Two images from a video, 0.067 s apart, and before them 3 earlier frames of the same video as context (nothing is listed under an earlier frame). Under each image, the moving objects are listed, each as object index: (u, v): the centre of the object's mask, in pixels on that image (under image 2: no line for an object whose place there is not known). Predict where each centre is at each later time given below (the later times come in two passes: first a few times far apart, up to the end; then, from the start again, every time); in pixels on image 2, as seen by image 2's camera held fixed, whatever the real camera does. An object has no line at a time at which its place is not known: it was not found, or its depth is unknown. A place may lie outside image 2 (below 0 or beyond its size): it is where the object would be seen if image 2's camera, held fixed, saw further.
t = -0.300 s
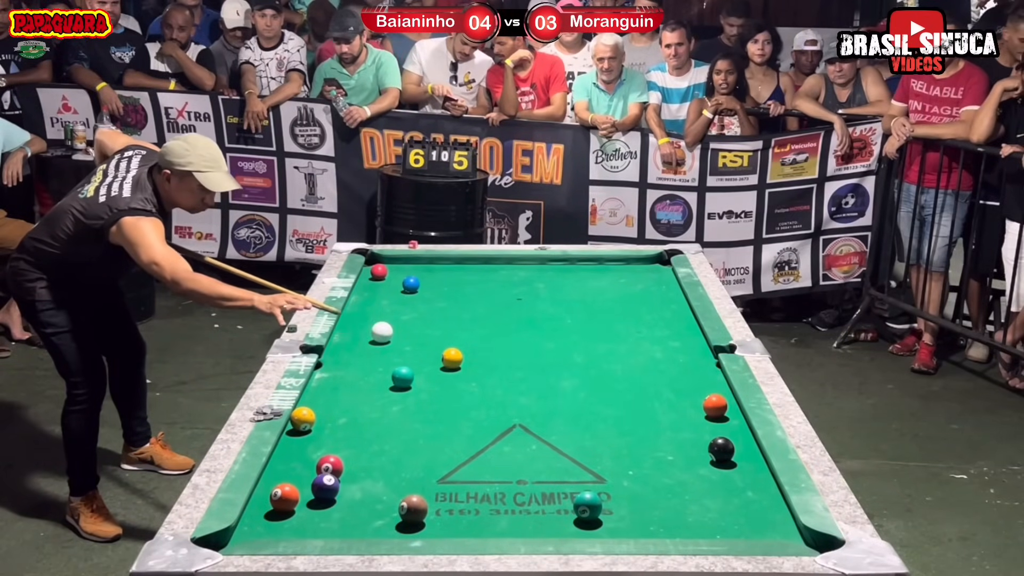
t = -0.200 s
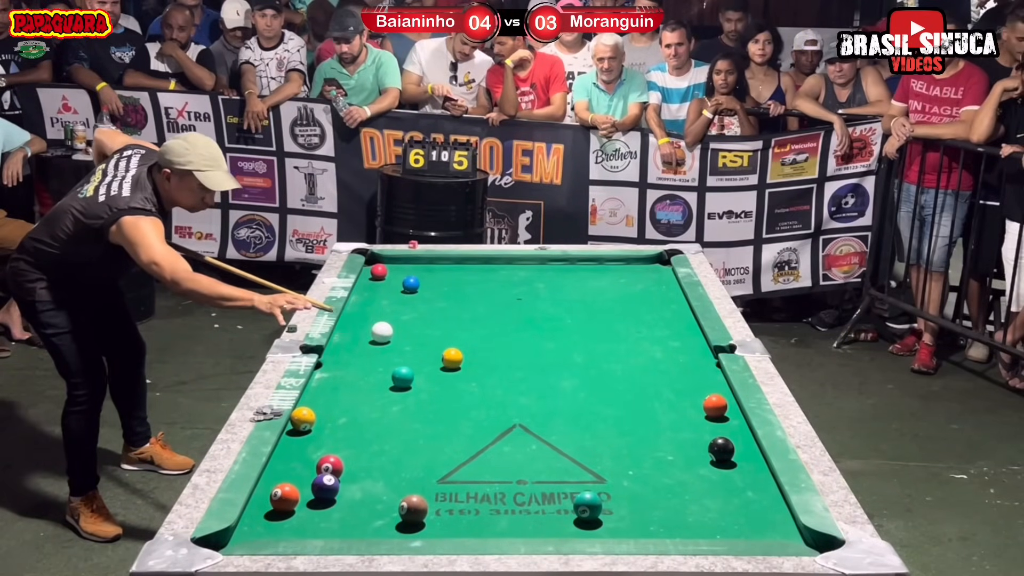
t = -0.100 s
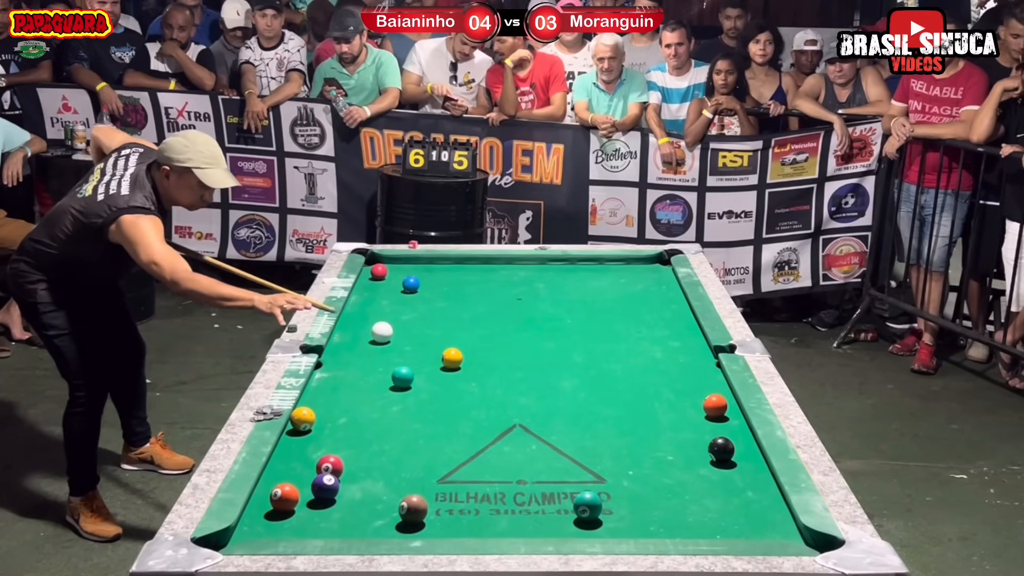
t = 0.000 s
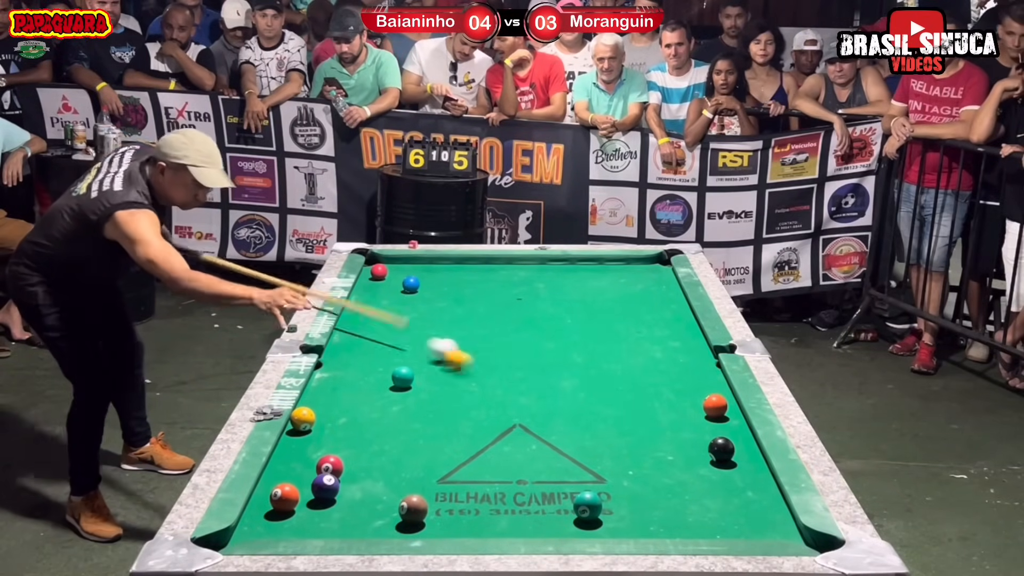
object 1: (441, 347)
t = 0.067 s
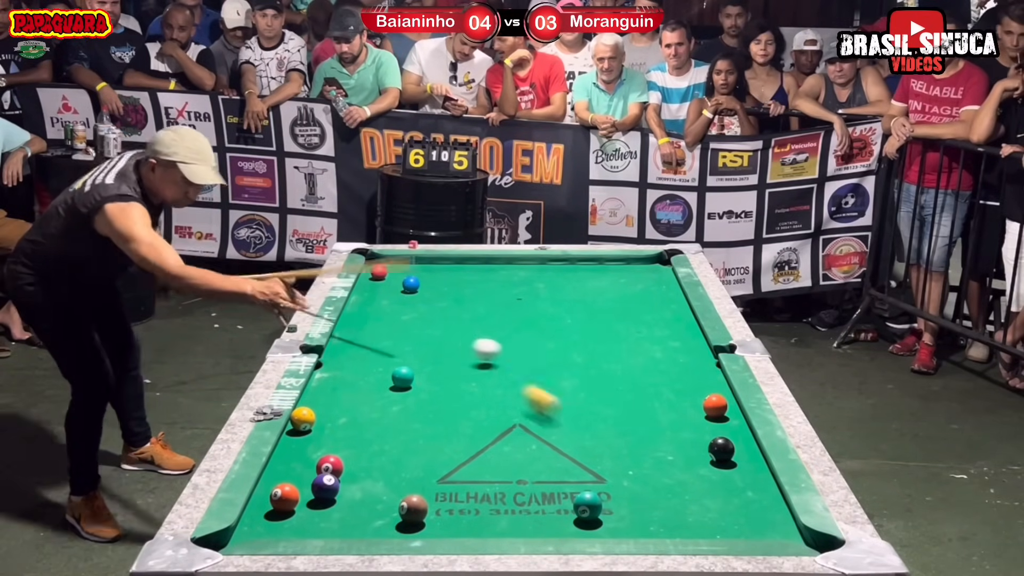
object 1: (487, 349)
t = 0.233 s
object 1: (591, 366)
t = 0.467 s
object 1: (699, 382)
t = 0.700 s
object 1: (594, 385)
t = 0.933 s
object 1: (495, 389)
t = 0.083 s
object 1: (497, 351)
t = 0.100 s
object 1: (508, 355)
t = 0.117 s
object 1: (518, 357)
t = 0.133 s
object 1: (528, 357)
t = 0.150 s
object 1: (539, 359)
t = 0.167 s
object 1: (549, 361)
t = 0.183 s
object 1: (559, 362)
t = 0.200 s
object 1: (570, 363)
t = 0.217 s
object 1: (580, 364)
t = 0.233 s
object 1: (591, 366)
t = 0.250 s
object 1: (602, 367)
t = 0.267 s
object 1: (612, 368)
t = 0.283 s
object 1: (623, 370)
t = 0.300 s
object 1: (634, 371)
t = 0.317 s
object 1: (644, 372)
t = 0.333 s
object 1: (656, 374)
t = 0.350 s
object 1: (667, 375)
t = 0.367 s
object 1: (678, 377)
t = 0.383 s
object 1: (689, 378)
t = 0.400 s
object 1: (700, 379)
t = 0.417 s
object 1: (711, 380)
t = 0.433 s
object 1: (716, 381)
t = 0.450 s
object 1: (708, 381)
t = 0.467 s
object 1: (699, 382)
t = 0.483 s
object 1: (690, 382)
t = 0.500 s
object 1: (682, 382)
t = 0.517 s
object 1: (674, 382)
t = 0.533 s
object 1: (666, 383)
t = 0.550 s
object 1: (659, 383)
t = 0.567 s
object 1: (652, 383)
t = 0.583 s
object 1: (645, 384)
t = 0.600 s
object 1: (637, 384)
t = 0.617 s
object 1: (630, 384)
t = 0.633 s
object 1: (623, 384)
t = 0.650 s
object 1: (615, 385)
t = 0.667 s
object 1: (609, 385)
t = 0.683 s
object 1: (602, 385)
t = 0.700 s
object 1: (594, 385)
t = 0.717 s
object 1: (587, 386)
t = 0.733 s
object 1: (580, 386)
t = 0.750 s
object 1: (573, 386)
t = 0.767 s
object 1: (566, 386)
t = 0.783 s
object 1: (559, 387)
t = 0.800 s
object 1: (551, 387)
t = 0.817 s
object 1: (544, 387)
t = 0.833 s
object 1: (537, 388)
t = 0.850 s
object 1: (530, 388)
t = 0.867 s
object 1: (523, 388)
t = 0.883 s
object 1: (516, 389)
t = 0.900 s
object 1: (509, 389)
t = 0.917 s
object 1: (502, 389)
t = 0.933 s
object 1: (495, 389)
